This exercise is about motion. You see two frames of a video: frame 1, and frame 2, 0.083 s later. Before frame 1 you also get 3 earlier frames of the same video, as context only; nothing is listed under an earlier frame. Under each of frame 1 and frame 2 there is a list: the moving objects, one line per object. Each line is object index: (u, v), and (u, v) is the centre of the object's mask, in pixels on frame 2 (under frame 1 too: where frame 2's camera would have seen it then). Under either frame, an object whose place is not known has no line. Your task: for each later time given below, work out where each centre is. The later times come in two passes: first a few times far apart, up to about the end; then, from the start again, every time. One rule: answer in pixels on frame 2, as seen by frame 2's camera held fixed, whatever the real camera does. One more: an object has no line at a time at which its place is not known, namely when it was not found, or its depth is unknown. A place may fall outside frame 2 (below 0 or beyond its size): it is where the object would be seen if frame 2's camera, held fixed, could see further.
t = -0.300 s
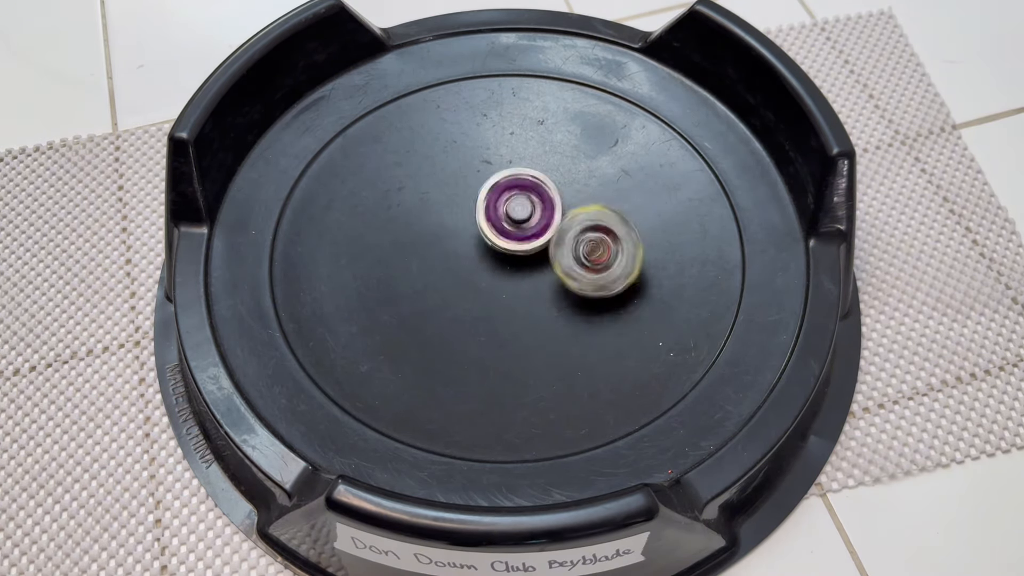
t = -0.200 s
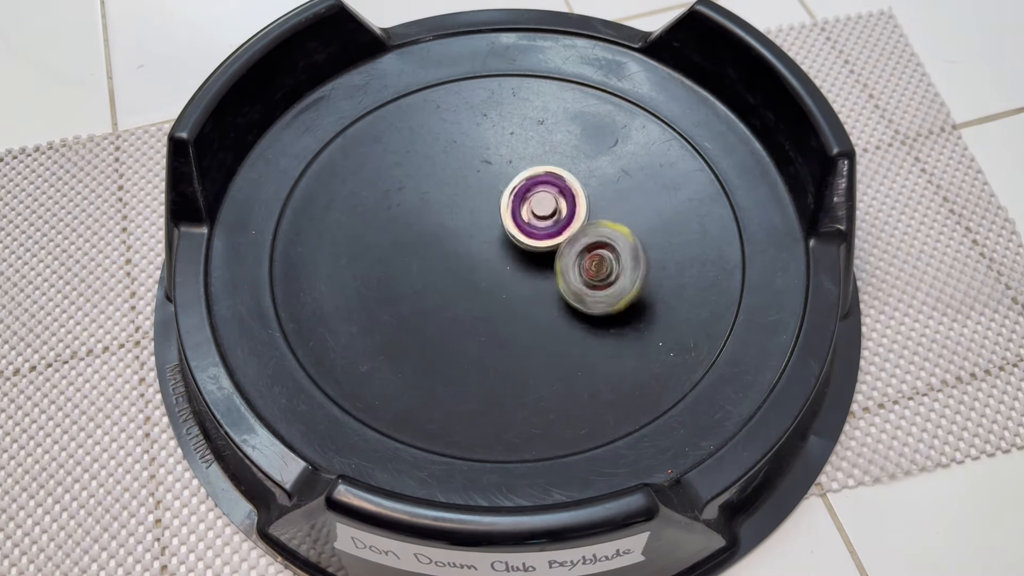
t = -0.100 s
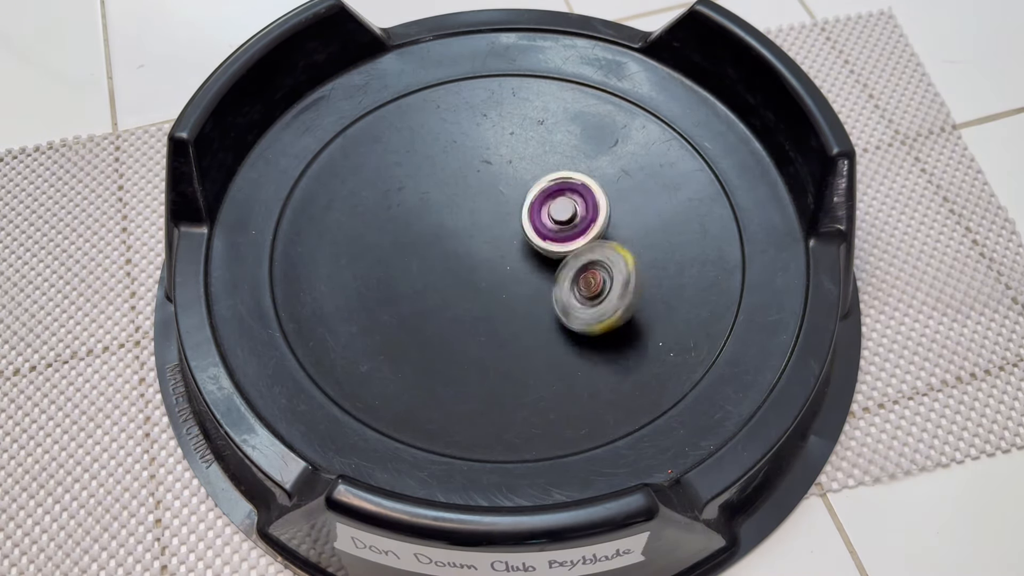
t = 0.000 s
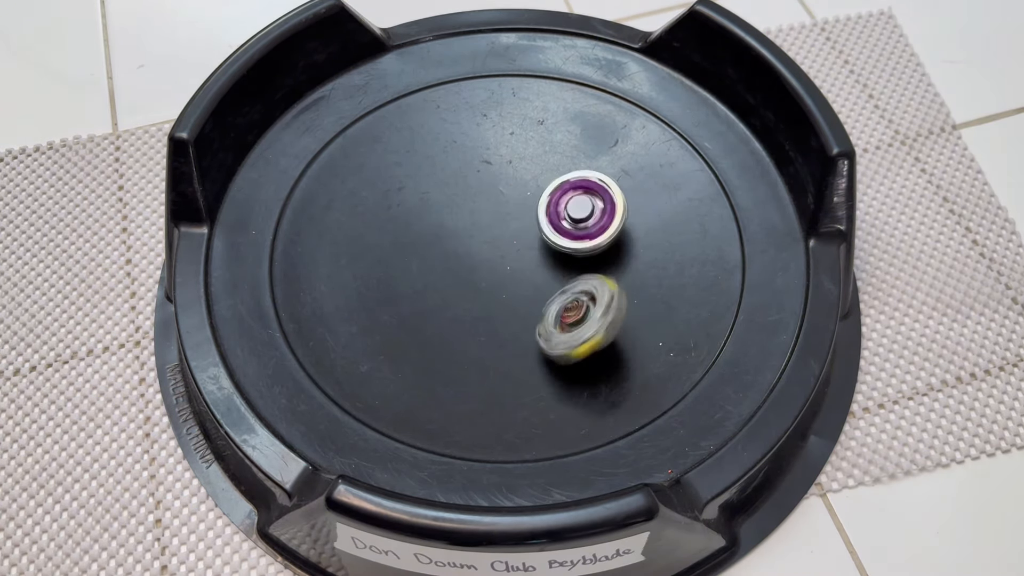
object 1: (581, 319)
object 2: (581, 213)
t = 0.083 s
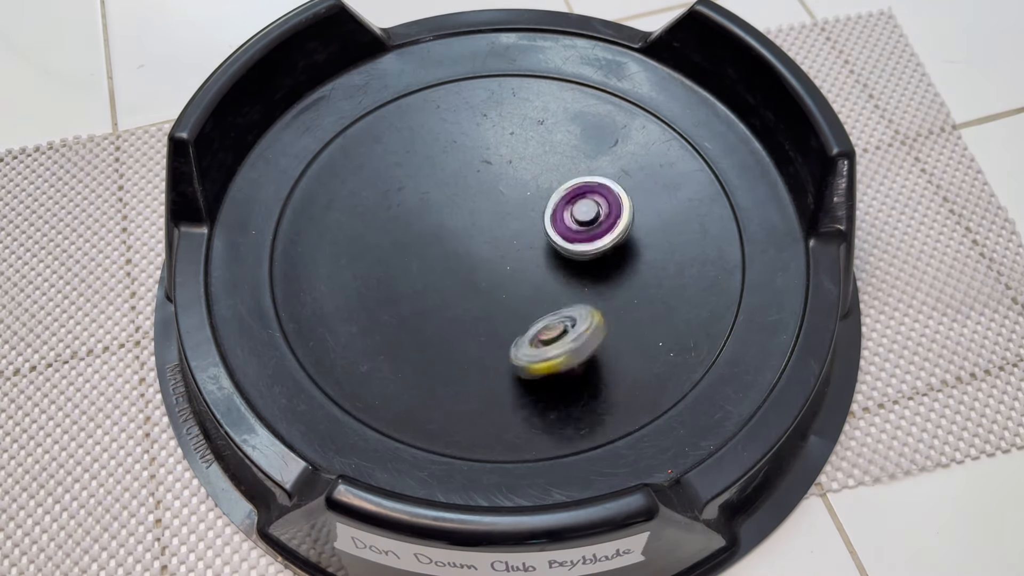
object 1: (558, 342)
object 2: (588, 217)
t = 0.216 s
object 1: (505, 347)
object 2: (587, 229)
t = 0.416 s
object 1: (436, 288)
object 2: (560, 247)
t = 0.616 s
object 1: (442, 197)
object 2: (514, 249)
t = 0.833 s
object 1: (482, 126)
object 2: (470, 232)
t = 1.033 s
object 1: (520, 135)
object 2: (456, 208)
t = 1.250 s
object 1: (559, 225)
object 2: (463, 192)
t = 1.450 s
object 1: (601, 301)
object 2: (481, 199)
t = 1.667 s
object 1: (591, 292)
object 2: (498, 225)
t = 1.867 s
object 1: (525, 301)
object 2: (489, 224)
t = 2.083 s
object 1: (514, 288)
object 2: (479, 217)
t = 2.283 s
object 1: (531, 274)
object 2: (479, 210)
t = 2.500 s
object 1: (542, 277)
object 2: (491, 213)
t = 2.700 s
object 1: (541, 273)
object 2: (490, 227)
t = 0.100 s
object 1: (551, 345)
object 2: (589, 218)
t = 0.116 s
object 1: (546, 347)
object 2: (590, 219)
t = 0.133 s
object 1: (540, 348)
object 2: (589, 221)
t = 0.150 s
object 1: (532, 349)
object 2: (589, 222)
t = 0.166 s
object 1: (527, 349)
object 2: (589, 224)
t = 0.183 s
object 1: (519, 350)
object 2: (589, 225)
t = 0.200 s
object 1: (512, 348)
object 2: (588, 227)
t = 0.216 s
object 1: (505, 347)
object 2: (587, 229)
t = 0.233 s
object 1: (497, 345)
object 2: (586, 230)
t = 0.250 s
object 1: (491, 342)
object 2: (585, 232)
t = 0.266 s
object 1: (484, 339)
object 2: (583, 234)
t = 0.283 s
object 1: (477, 335)
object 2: (581, 235)
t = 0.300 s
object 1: (471, 331)
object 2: (580, 237)
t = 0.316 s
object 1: (464, 326)
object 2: (577, 239)
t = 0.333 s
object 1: (459, 321)
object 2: (575, 241)
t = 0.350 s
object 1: (453, 315)
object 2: (572, 242)
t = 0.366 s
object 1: (448, 309)
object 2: (570, 243)
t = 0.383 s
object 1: (444, 302)
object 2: (566, 245)
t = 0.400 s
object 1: (439, 295)
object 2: (563, 246)
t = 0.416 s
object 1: (436, 288)
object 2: (560, 247)
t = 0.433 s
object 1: (433, 280)
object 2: (557, 248)
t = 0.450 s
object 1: (431, 272)
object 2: (553, 249)
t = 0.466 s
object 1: (430, 264)
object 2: (549, 250)
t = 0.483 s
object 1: (429, 257)
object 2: (546, 250)
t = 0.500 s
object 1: (429, 249)
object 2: (542, 251)
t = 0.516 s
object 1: (429, 241)
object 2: (537, 251)
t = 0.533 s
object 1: (431, 233)
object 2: (533, 251)
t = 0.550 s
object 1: (434, 225)
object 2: (530, 251)
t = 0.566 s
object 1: (435, 219)
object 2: (526, 251)
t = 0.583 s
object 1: (437, 211)
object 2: (522, 251)
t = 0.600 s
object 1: (439, 204)
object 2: (518, 250)
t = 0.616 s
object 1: (442, 197)
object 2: (514, 249)
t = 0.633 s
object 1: (445, 187)
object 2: (510, 249)
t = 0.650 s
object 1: (448, 181)
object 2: (505, 249)
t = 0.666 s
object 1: (451, 174)
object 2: (502, 248)
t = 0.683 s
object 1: (454, 166)
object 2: (498, 246)
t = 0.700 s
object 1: (457, 160)
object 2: (494, 245)
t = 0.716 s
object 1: (460, 156)
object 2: (490, 244)
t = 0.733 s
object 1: (464, 149)
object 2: (488, 242)
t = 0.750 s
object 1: (467, 146)
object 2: (485, 241)
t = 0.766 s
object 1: (470, 140)
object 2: (481, 240)
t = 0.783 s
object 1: (472, 136)
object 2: (478, 238)
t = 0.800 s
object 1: (475, 132)
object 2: (476, 236)
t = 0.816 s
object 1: (479, 131)
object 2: (473, 234)
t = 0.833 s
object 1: (482, 126)
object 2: (470, 232)
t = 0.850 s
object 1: (486, 125)
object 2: (468, 230)
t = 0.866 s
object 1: (487, 123)
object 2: (467, 228)
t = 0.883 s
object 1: (492, 123)
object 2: (465, 226)
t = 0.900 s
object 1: (495, 121)
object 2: (462, 225)
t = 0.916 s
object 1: (499, 121)
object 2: (460, 222)
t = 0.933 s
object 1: (501, 122)
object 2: (460, 220)
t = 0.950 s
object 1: (505, 123)
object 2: (459, 218)
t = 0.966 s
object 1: (508, 124)
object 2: (457, 216)
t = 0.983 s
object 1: (511, 126)
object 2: (457, 213)
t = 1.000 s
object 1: (514, 129)
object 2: (457, 211)
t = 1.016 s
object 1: (517, 131)
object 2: (457, 210)
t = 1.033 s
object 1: (520, 135)
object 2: (456, 208)
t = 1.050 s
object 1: (523, 138)
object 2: (456, 206)
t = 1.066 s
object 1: (525, 144)
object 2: (456, 204)
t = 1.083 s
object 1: (527, 148)
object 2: (457, 202)
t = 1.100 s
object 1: (530, 153)
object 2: (457, 200)
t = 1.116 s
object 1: (532, 158)
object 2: (458, 198)
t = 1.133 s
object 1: (535, 165)
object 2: (458, 197)
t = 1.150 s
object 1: (539, 173)
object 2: (458, 197)
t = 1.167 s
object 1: (542, 181)
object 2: (458, 195)
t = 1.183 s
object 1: (545, 191)
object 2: (459, 194)
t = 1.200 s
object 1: (549, 198)
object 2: (460, 194)
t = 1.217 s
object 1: (552, 207)
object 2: (461, 194)
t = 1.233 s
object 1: (555, 216)
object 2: (462, 193)
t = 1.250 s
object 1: (559, 225)
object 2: (463, 192)
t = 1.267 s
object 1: (562, 235)
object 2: (464, 192)
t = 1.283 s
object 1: (565, 242)
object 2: (466, 192)
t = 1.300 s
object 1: (568, 251)
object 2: (466, 192)
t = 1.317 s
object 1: (571, 261)
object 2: (468, 192)
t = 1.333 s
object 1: (575, 268)
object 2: (470, 193)
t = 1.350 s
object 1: (579, 273)
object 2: (471, 193)
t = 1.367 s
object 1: (583, 282)
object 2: (472, 194)
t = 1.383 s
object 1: (587, 286)
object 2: (474, 194)
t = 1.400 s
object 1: (591, 289)
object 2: (476, 195)
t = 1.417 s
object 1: (595, 294)
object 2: (478, 197)
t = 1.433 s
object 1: (598, 299)
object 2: (479, 198)
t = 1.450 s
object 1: (601, 301)
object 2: (481, 199)
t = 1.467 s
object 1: (603, 303)
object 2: (483, 200)
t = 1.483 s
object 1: (604, 305)
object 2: (485, 202)
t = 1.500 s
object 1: (604, 306)
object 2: (486, 204)
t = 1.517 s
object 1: (604, 305)
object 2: (487, 205)
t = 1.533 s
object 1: (604, 305)
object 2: (489, 207)
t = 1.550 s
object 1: (604, 305)
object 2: (491, 209)
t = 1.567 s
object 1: (603, 305)
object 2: (492, 211)
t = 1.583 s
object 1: (601, 304)
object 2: (493, 213)
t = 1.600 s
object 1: (602, 302)
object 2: (494, 215)
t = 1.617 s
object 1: (600, 301)
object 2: (496, 218)
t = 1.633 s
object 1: (595, 298)
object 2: (496, 221)
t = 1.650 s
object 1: (594, 295)
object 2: (496, 223)
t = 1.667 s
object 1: (591, 292)
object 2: (498, 225)
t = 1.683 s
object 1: (587, 289)
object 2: (499, 228)
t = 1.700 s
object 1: (583, 285)
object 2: (499, 231)
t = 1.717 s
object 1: (576, 285)
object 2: (498, 233)
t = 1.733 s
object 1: (571, 281)
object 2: (499, 234)
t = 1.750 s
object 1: (565, 283)
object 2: (498, 228)
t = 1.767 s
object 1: (562, 287)
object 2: (498, 225)
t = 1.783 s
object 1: (555, 289)
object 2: (496, 223)
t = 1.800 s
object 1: (548, 291)
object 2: (496, 223)
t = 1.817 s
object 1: (541, 292)
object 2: (495, 223)
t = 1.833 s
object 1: (534, 295)
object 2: (494, 224)
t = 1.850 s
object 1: (529, 299)
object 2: (492, 224)
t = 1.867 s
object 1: (525, 301)
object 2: (489, 224)
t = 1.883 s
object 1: (521, 301)
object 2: (487, 223)
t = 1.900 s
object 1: (519, 302)
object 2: (487, 223)
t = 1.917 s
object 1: (518, 302)
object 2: (486, 223)
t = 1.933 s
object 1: (517, 301)
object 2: (484, 223)
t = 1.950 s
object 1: (516, 300)
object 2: (482, 222)
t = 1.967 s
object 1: (515, 298)
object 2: (481, 222)
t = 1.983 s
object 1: (514, 296)
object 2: (480, 222)
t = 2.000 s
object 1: (513, 295)
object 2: (480, 221)
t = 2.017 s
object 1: (512, 294)
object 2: (479, 220)
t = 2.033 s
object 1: (512, 293)
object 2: (479, 218)
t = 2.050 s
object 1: (512, 292)
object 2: (479, 217)
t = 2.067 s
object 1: (513, 290)
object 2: (479, 217)
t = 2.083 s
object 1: (514, 288)
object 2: (479, 217)
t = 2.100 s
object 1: (515, 286)
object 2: (477, 217)
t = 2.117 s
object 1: (515, 285)
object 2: (475, 216)
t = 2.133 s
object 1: (517, 283)
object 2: (475, 214)
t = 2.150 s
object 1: (518, 281)
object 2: (476, 213)
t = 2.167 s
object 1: (519, 280)
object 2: (477, 211)
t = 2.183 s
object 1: (520, 279)
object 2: (477, 211)
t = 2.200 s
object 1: (522, 278)
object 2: (477, 212)
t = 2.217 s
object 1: (524, 277)
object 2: (477, 211)
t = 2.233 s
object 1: (525, 276)
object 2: (477, 211)
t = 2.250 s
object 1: (527, 275)
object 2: (477, 210)
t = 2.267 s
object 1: (529, 274)
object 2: (478, 210)
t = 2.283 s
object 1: (531, 274)
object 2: (479, 210)
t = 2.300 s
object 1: (533, 274)
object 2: (480, 210)
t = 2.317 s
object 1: (535, 273)
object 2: (481, 210)
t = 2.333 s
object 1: (537, 273)
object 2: (481, 210)
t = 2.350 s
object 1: (540, 273)
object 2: (482, 211)
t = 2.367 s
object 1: (542, 271)
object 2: (483, 211)
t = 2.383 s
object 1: (543, 271)
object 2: (483, 212)
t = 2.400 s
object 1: (544, 271)
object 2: (484, 212)
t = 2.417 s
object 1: (544, 271)
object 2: (486, 213)
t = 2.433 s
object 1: (544, 274)
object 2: (487, 212)
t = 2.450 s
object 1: (545, 276)
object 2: (488, 212)
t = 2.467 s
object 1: (545, 277)
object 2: (489, 212)
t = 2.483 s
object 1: (543, 277)
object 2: (490, 213)
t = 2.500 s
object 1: (542, 277)
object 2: (491, 213)
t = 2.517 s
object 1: (540, 277)
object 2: (491, 215)
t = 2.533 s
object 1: (540, 277)
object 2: (491, 216)
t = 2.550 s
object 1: (539, 276)
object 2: (490, 217)
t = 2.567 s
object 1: (539, 275)
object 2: (490, 217)
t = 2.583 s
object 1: (540, 274)
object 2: (491, 218)
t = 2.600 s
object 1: (540, 274)
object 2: (492, 219)
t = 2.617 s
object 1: (540, 274)
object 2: (493, 220)
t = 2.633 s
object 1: (541, 274)
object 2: (493, 222)
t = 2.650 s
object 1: (541, 274)
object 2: (492, 224)
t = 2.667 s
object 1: (541, 273)
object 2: (491, 225)
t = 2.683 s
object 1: (541, 273)
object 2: (491, 226)
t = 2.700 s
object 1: (541, 273)
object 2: (490, 227)
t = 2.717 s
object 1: (541, 273)
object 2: (491, 228)
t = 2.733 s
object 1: (541, 274)
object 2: (491, 230)
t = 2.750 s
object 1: (541, 274)
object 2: (490, 232)
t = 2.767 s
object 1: (541, 274)
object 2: (489, 233)
